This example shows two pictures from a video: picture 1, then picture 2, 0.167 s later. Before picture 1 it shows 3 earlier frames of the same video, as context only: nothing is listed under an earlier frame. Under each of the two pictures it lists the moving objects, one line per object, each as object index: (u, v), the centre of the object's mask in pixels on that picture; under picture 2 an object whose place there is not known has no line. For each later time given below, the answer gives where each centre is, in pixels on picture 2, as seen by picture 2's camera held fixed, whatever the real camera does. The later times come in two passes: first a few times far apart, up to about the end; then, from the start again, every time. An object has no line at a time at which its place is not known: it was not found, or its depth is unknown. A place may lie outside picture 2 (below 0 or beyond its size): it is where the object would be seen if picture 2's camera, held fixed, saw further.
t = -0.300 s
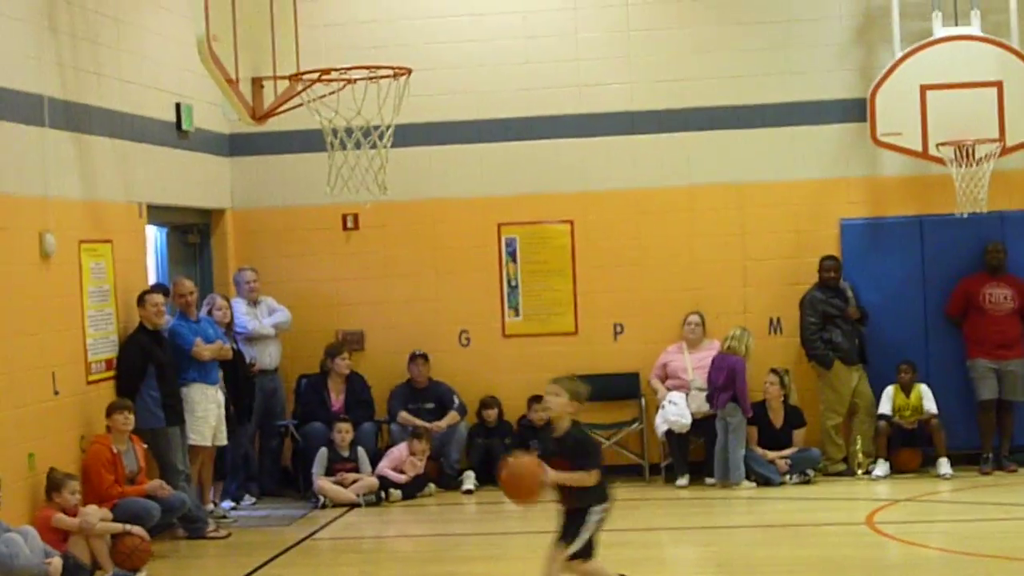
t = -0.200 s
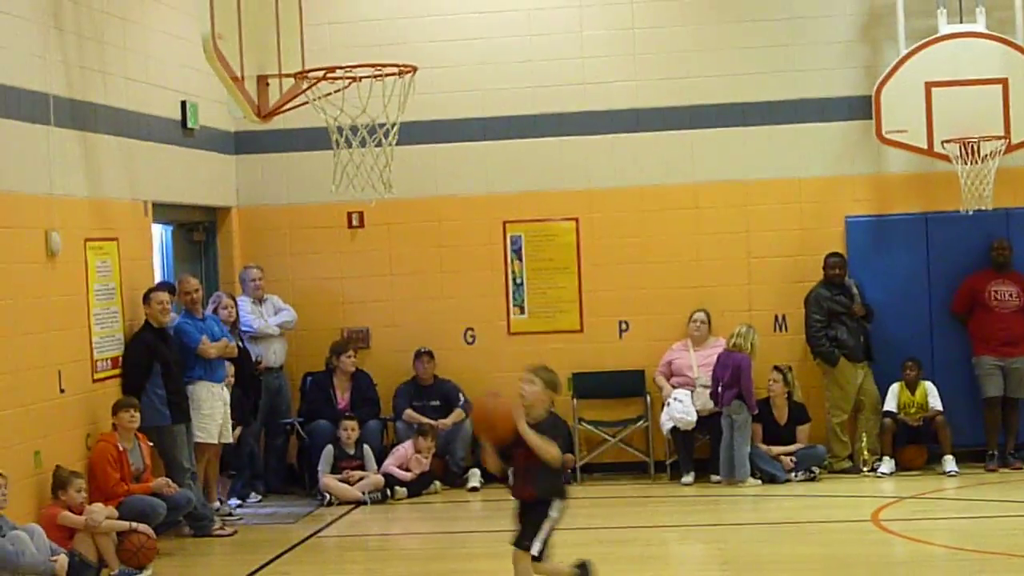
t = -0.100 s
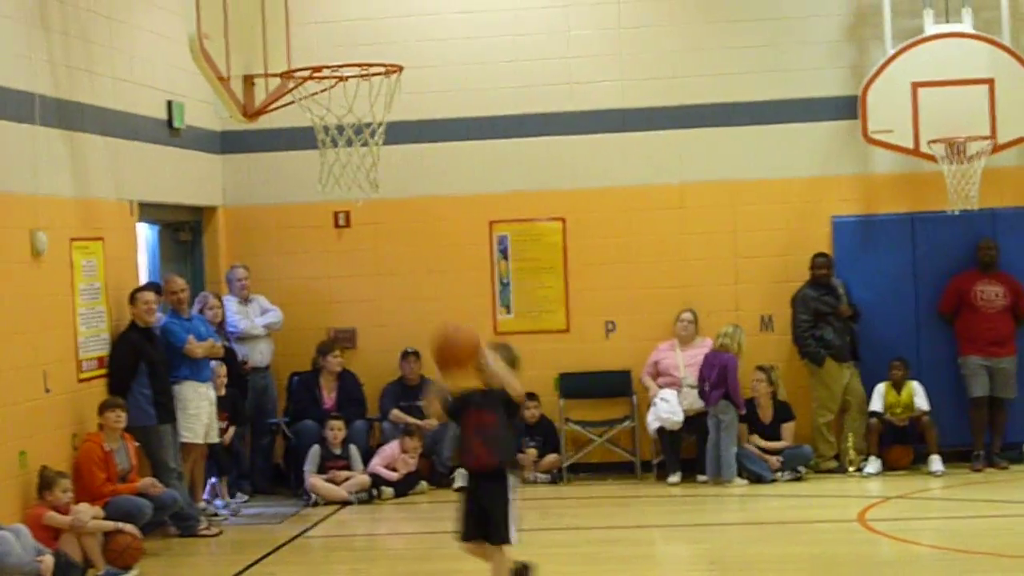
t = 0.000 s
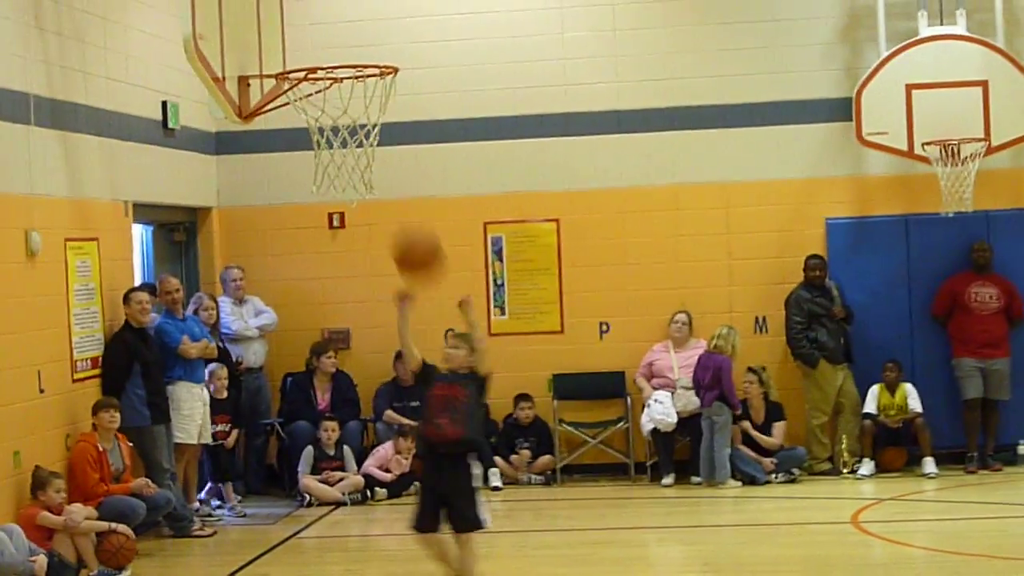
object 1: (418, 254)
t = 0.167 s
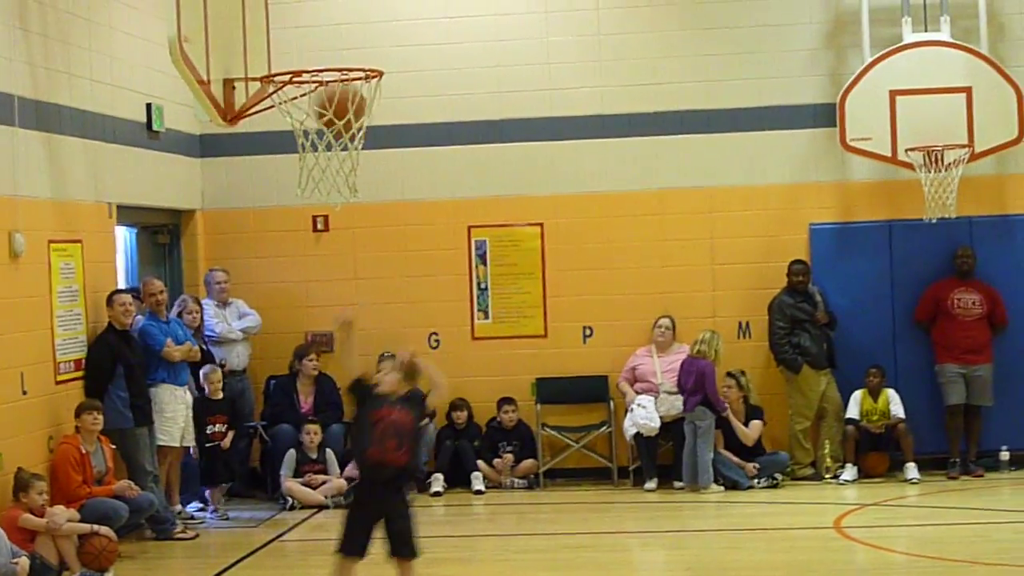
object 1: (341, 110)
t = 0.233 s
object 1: (315, 63)
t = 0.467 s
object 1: (300, 9)
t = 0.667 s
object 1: (317, 59)
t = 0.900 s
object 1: (344, 248)
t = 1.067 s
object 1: (369, 461)
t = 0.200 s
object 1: (328, 85)
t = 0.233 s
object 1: (315, 63)
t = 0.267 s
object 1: (303, 45)
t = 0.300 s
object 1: (292, 30)
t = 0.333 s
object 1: (290, 20)
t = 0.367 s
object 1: (292, 15)
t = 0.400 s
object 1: (295, 12)
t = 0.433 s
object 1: (297, 10)
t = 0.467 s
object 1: (300, 9)
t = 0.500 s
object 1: (303, 9)
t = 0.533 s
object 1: (306, 11)
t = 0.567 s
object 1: (309, 17)
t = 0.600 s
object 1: (312, 28)
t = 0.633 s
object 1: (314, 41)
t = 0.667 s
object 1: (317, 59)
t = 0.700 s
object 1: (321, 79)
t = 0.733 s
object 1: (324, 101)
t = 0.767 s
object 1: (327, 127)
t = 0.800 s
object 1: (332, 156)
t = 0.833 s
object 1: (336, 179)
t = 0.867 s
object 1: (338, 213)
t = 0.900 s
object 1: (344, 248)
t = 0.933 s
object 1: (347, 282)
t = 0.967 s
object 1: (353, 320)
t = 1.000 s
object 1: (355, 374)
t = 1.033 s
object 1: (361, 414)
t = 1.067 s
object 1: (369, 461)
